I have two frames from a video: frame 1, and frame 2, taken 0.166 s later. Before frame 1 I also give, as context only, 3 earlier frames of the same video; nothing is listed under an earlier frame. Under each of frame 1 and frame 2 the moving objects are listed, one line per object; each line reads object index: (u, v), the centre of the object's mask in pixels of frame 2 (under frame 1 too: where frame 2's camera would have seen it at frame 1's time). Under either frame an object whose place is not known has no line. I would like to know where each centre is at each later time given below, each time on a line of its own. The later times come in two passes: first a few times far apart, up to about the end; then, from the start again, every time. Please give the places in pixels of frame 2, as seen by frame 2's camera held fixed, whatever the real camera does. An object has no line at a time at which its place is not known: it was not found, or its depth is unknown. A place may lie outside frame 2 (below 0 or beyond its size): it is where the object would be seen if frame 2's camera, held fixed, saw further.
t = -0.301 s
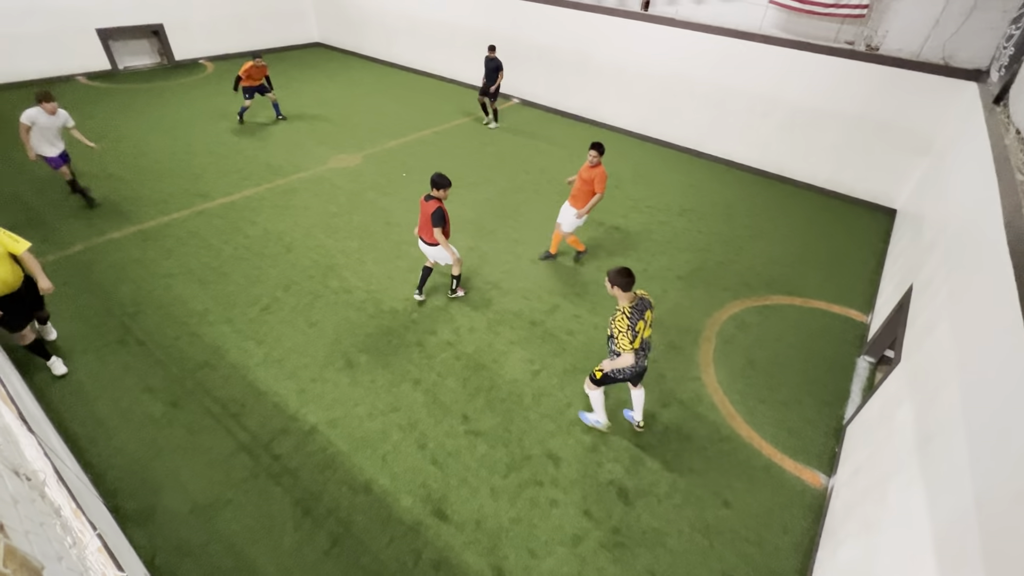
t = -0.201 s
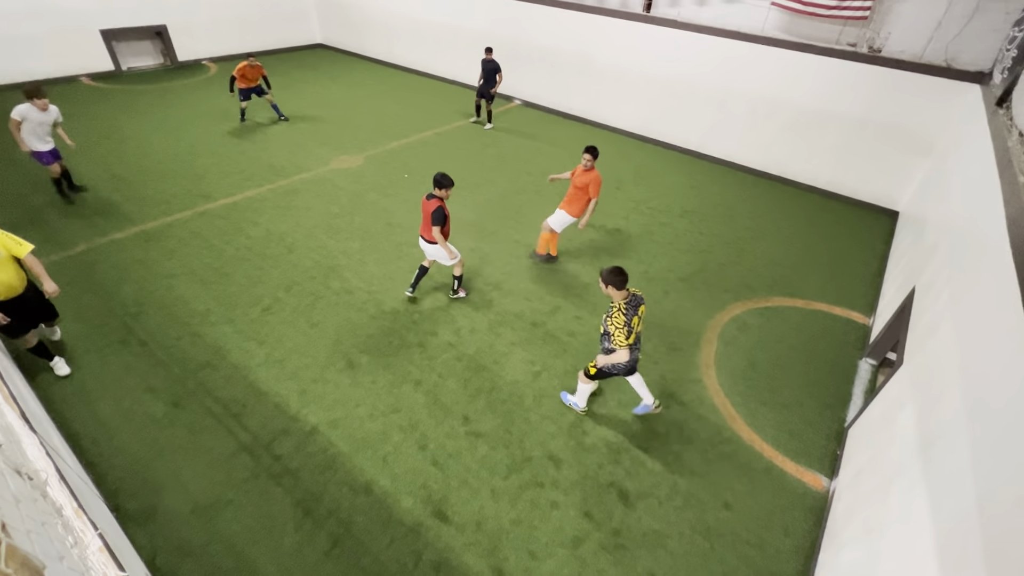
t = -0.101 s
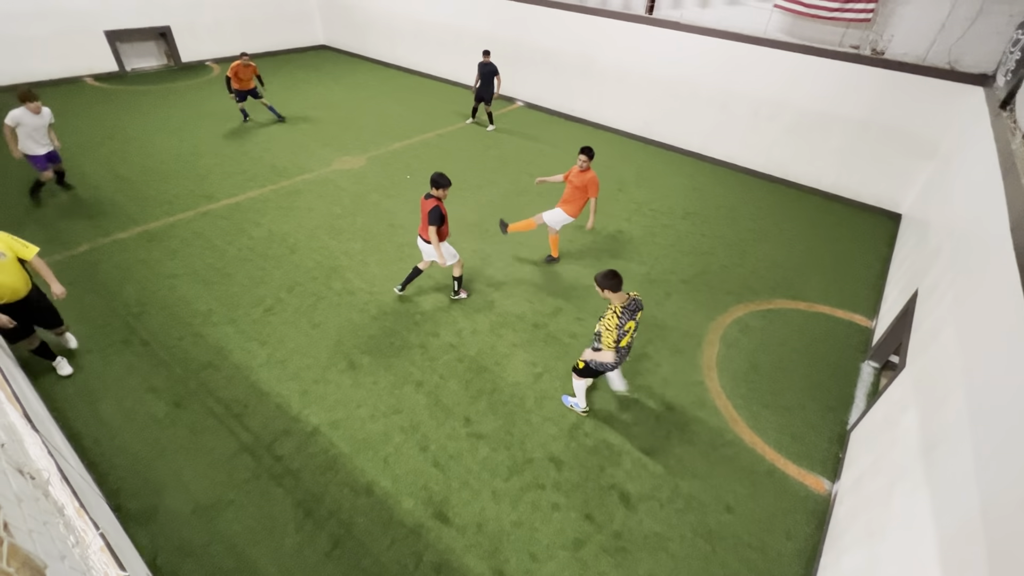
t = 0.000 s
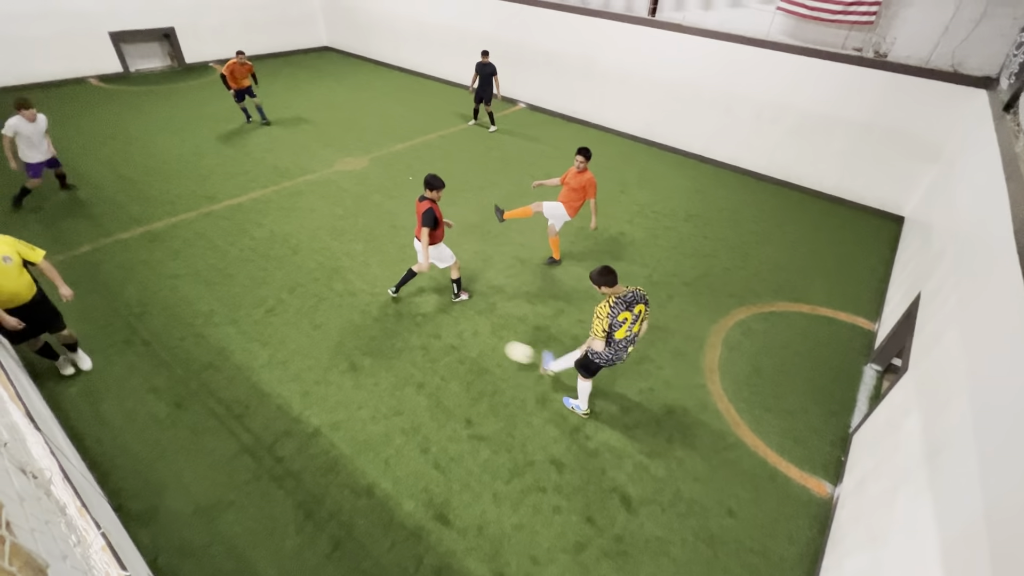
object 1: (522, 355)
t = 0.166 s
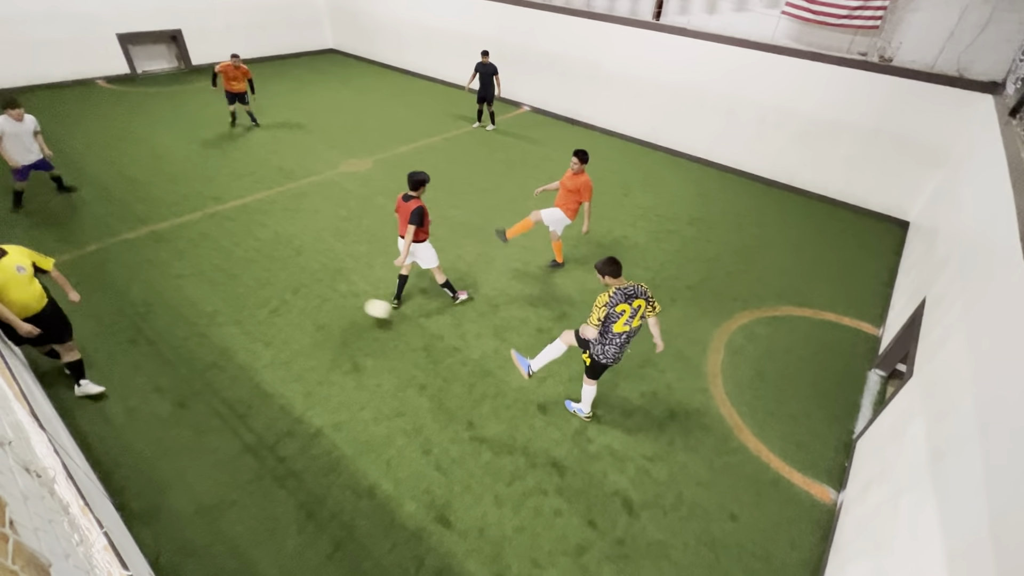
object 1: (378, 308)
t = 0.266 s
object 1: (304, 293)
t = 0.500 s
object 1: (175, 258)
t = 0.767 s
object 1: (73, 227)
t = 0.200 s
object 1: (352, 302)
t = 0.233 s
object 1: (327, 297)
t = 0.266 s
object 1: (304, 293)
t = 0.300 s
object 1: (281, 290)
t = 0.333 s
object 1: (261, 283)
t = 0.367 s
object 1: (243, 276)
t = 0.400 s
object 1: (225, 270)
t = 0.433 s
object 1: (207, 265)
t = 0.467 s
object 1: (191, 261)
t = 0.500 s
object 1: (175, 258)
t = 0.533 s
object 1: (160, 253)
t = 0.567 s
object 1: (146, 248)
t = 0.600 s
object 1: (132, 243)
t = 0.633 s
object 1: (120, 239)
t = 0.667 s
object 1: (107, 237)
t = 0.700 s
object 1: (95, 234)
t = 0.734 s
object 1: (83, 231)
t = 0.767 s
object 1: (73, 227)
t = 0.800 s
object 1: (62, 224)
